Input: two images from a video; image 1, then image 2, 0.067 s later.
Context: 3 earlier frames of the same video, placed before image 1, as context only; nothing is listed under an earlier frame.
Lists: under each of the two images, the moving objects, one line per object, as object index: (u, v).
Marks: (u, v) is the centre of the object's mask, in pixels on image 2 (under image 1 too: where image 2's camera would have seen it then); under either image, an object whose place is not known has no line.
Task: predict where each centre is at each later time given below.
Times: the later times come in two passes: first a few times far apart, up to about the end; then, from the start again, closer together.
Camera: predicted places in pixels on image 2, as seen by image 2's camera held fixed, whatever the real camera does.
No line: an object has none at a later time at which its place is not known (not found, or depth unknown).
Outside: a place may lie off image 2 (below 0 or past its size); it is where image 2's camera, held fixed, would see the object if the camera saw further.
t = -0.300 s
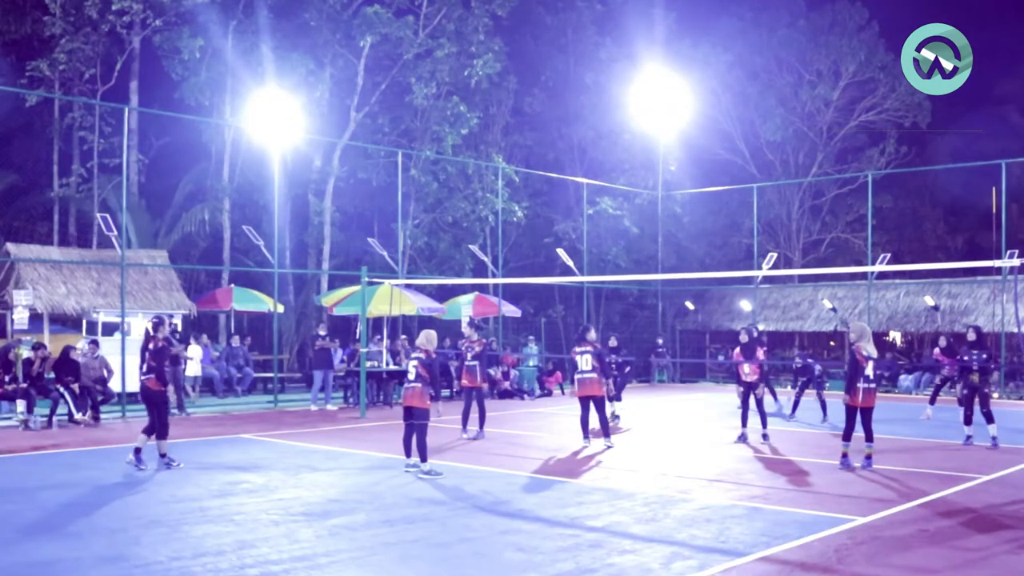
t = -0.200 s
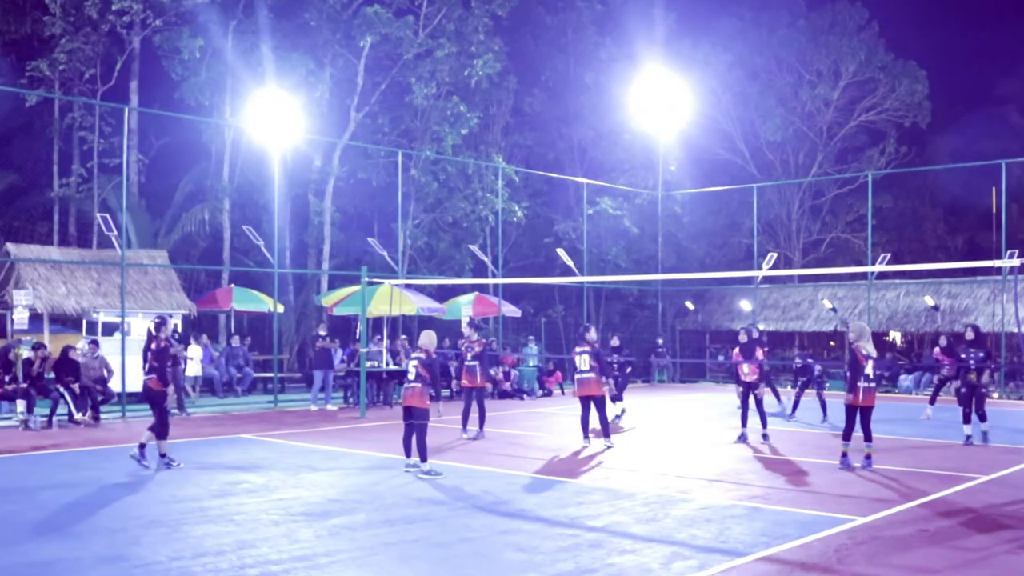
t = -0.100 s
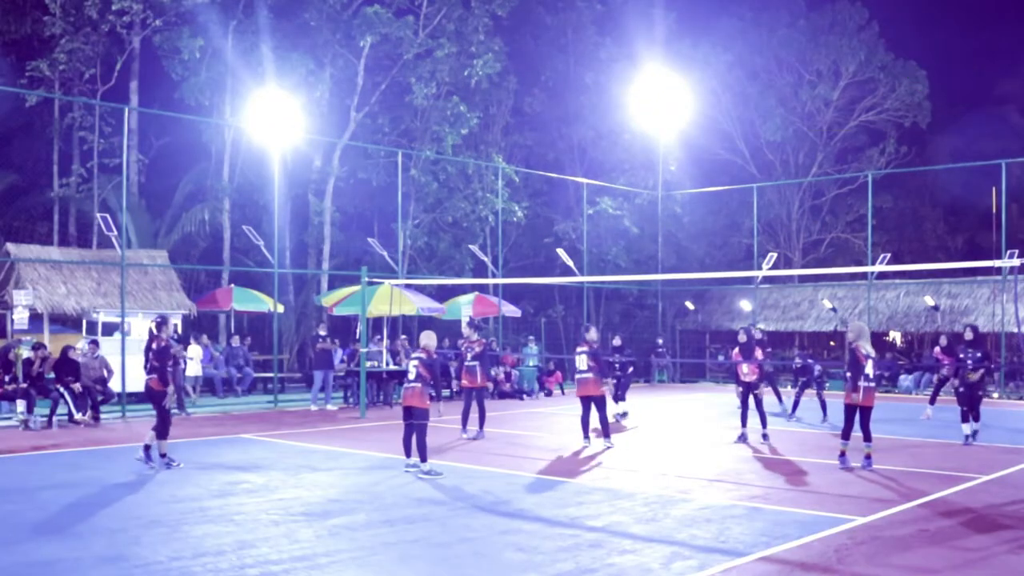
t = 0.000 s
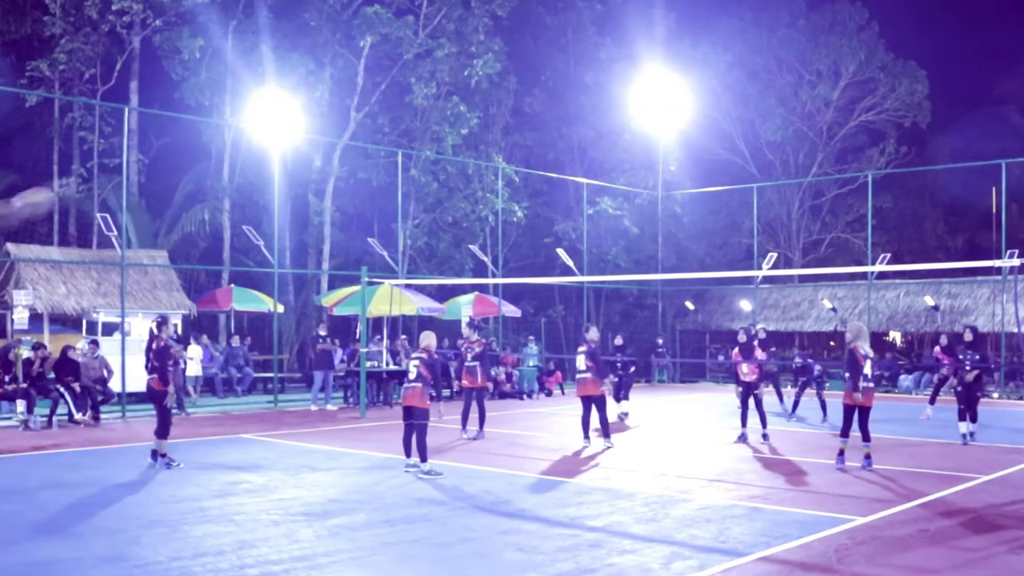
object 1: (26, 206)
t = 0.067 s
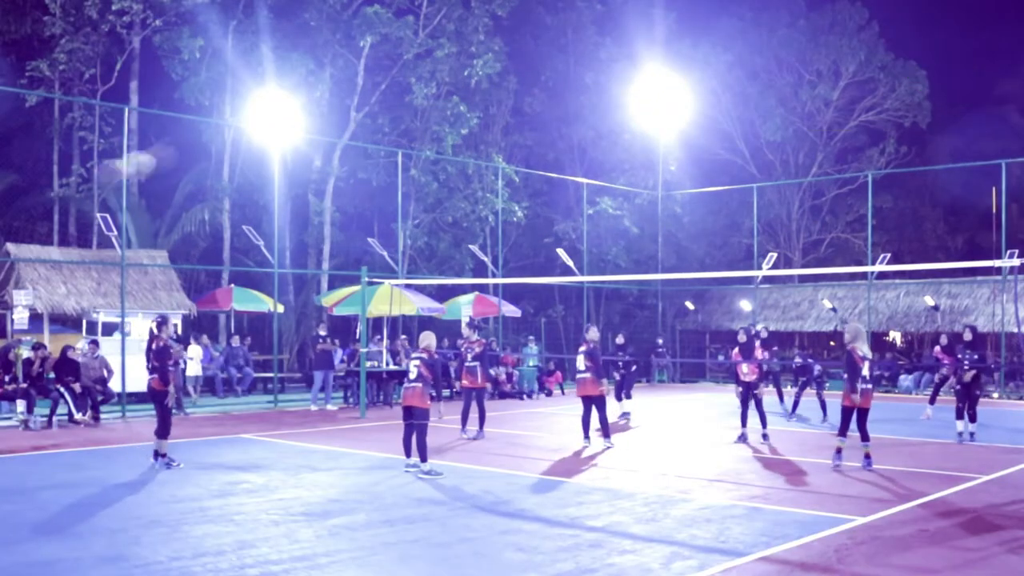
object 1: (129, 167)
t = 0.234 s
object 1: (318, 121)
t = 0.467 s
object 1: (480, 122)
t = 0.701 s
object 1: (580, 165)
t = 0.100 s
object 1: (171, 154)
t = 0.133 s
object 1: (215, 139)
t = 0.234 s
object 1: (318, 121)
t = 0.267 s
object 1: (348, 117)
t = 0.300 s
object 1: (372, 115)
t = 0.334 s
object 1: (397, 114)
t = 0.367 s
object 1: (418, 114)
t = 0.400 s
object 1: (440, 115)
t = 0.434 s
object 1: (461, 118)
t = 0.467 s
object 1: (480, 122)
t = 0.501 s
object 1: (497, 125)
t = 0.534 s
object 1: (513, 130)
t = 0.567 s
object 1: (528, 136)
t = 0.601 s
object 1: (542, 143)
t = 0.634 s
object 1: (556, 150)
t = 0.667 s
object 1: (569, 157)
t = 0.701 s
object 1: (580, 165)
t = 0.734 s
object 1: (592, 173)
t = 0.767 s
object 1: (603, 181)
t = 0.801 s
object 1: (614, 190)
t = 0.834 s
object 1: (622, 199)
